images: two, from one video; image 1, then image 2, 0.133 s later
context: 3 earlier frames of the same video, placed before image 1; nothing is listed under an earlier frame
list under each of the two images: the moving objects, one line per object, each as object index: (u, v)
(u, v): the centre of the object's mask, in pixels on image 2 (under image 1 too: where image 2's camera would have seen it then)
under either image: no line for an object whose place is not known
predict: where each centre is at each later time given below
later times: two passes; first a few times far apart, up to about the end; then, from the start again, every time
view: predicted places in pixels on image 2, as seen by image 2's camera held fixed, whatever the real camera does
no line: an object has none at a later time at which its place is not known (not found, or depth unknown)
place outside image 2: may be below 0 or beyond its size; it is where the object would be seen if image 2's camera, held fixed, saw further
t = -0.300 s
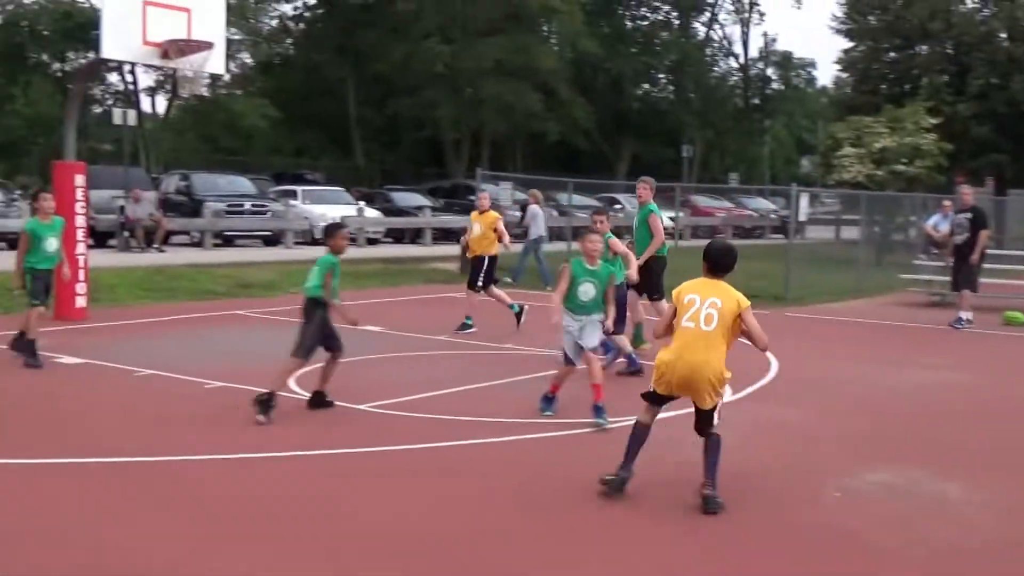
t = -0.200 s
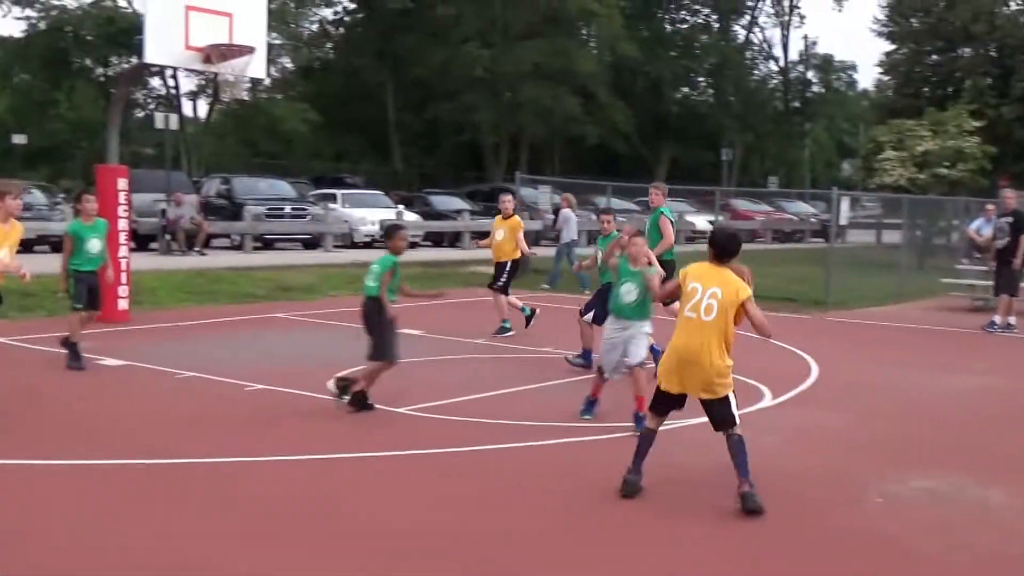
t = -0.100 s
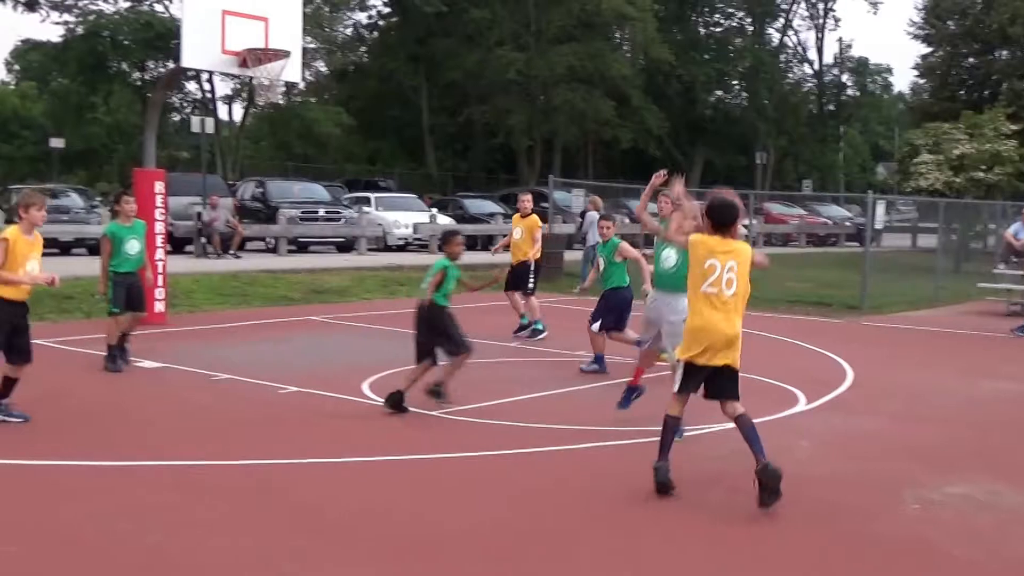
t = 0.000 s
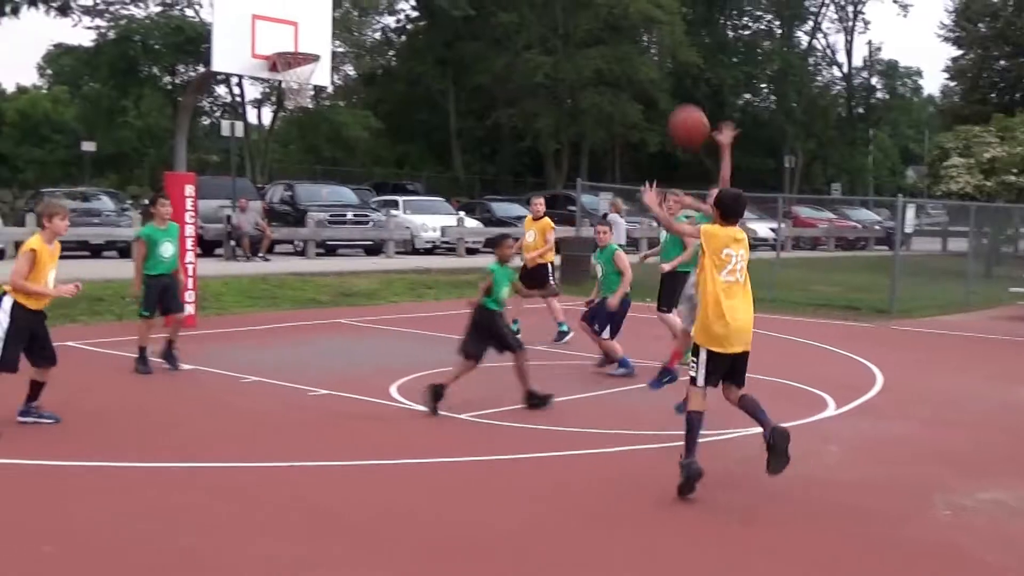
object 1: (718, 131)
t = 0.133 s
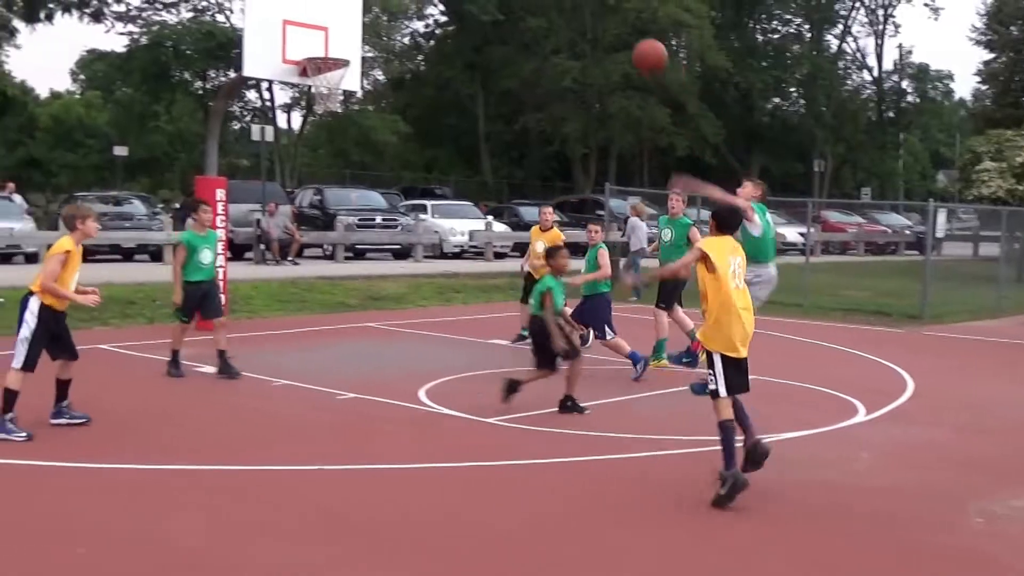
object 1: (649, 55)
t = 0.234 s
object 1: (609, 29)
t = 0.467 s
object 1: (536, 20)
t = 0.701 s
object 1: (487, 65)
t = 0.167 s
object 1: (635, 44)
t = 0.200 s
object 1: (621, 34)
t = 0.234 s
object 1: (609, 29)
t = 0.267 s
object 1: (597, 22)
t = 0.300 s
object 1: (585, 17)
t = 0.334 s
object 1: (574, 16)
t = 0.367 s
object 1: (564, 15)
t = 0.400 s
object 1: (554, 15)
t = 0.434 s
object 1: (545, 18)
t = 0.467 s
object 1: (536, 20)
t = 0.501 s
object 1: (528, 24)
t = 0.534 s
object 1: (521, 29)
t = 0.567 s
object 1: (513, 34)
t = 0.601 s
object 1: (507, 41)
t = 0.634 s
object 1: (500, 48)
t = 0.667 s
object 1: (494, 57)
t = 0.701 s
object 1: (487, 65)
